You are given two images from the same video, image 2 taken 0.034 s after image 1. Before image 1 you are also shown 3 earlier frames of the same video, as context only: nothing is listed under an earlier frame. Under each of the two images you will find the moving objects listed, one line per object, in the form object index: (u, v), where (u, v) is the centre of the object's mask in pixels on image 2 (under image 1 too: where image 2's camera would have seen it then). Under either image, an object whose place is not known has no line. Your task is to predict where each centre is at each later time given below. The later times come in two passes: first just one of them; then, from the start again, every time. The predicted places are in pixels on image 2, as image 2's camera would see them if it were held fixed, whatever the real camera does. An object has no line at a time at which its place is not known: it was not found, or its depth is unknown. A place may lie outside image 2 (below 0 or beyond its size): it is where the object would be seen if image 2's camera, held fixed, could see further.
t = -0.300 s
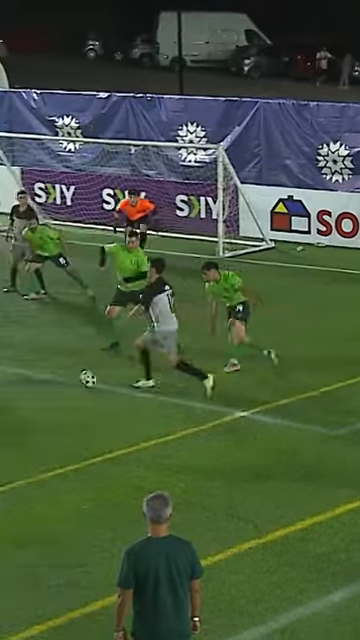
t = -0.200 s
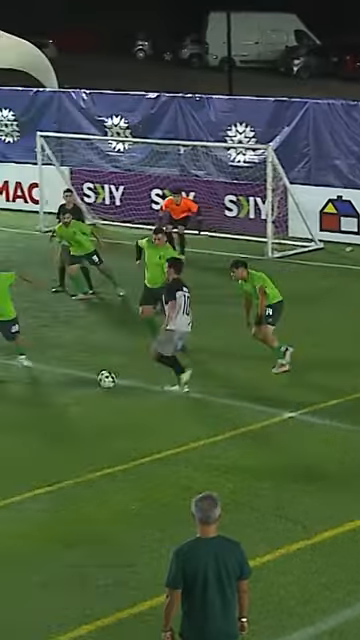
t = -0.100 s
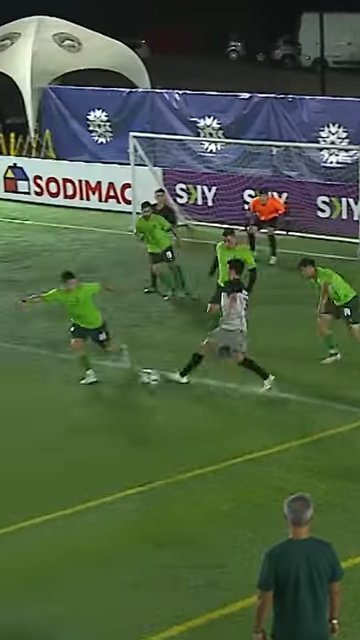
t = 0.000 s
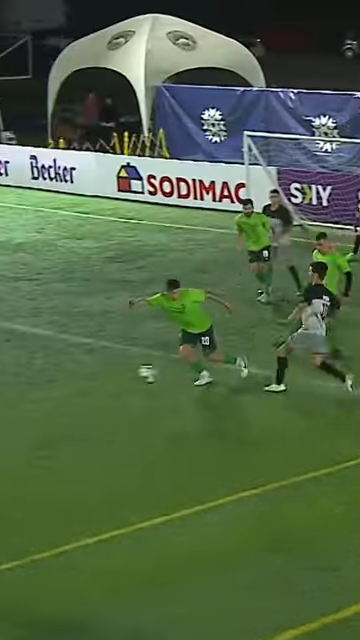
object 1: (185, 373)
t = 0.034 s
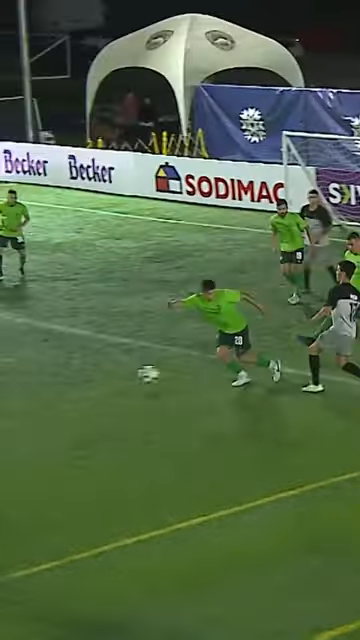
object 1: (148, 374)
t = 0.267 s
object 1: (-94, 379)
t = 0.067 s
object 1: (111, 374)
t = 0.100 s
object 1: (74, 377)
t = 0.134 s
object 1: (39, 380)
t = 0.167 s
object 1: (6, 377)
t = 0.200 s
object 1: (-28, 376)
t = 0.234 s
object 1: (-61, 377)
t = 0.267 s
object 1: (-94, 379)
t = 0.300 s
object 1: (-128, 381)
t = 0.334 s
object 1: (-158, 382)
